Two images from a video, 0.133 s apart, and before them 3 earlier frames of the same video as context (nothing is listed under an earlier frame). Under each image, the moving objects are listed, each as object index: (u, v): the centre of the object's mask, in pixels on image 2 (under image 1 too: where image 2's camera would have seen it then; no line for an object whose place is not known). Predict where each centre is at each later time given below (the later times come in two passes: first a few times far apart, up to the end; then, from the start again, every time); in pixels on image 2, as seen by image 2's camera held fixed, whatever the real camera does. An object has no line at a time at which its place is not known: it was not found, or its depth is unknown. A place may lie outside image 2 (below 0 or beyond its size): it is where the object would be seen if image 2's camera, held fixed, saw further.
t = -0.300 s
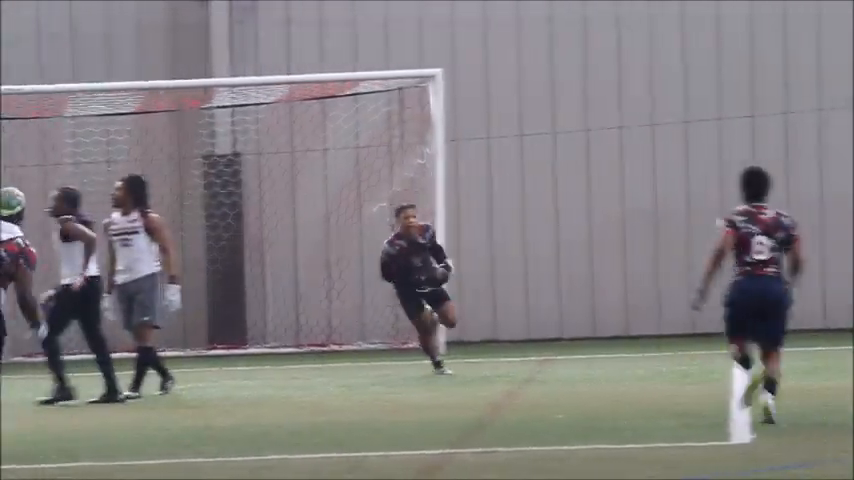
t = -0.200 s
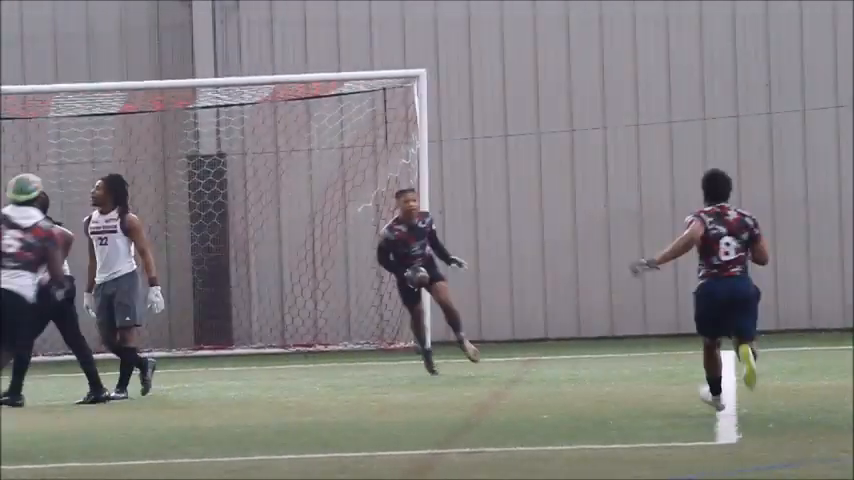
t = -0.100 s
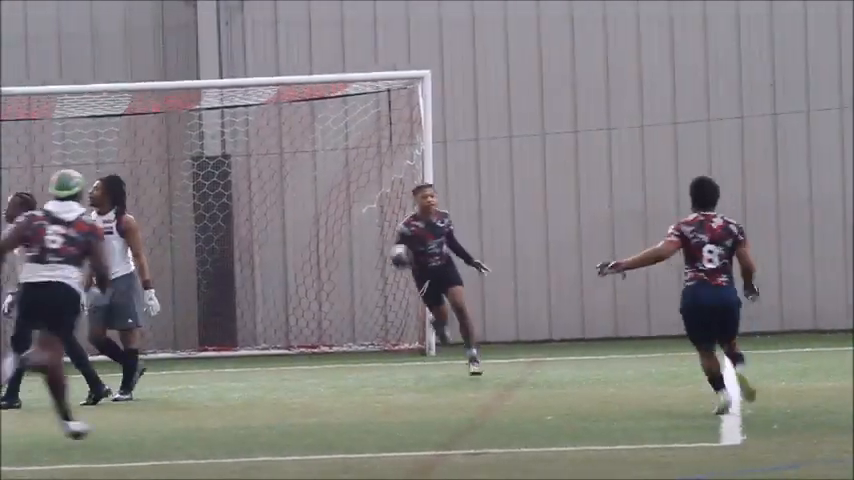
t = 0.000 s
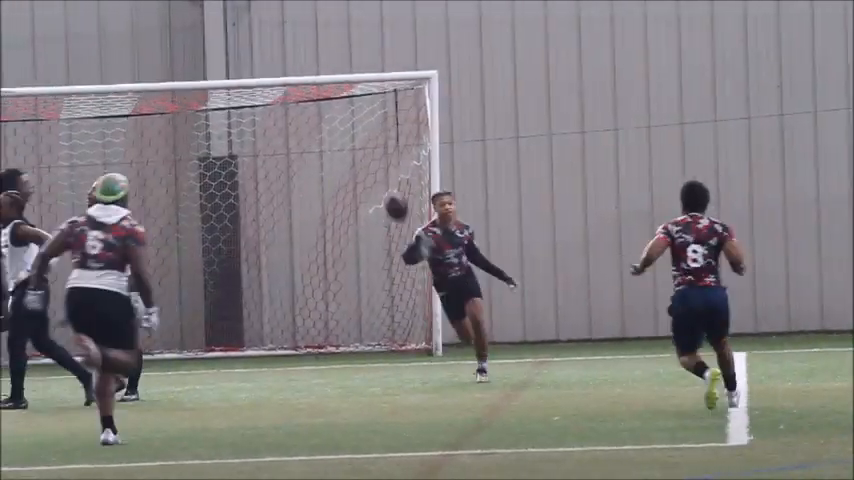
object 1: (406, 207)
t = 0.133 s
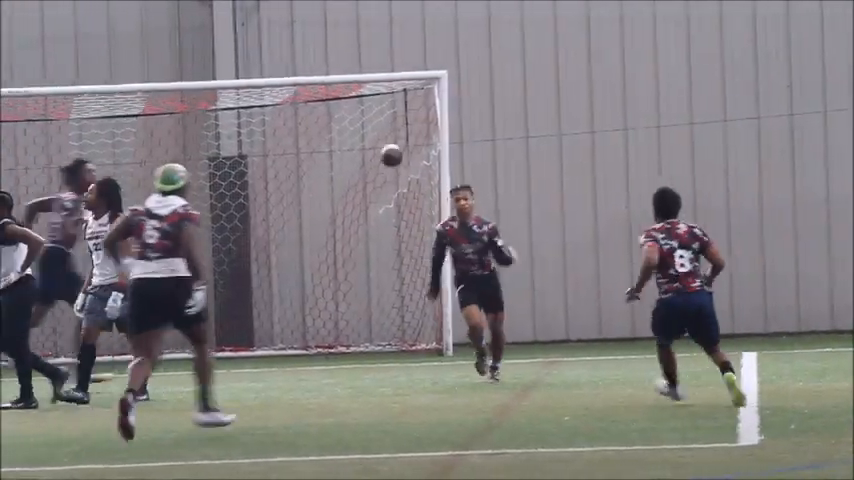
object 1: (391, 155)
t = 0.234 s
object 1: (379, 132)
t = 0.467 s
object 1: (354, 126)
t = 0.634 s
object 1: (338, 165)
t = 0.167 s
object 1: (387, 146)
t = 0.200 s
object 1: (383, 139)
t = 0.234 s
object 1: (379, 132)
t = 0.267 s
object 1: (376, 127)
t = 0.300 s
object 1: (373, 123)
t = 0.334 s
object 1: (369, 121)
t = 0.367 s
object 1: (365, 121)
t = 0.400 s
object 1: (361, 120)
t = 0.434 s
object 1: (358, 122)
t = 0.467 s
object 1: (354, 126)
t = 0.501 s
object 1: (351, 131)
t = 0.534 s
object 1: (347, 138)
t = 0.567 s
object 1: (344, 146)
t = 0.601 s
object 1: (341, 154)
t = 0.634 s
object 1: (338, 165)
